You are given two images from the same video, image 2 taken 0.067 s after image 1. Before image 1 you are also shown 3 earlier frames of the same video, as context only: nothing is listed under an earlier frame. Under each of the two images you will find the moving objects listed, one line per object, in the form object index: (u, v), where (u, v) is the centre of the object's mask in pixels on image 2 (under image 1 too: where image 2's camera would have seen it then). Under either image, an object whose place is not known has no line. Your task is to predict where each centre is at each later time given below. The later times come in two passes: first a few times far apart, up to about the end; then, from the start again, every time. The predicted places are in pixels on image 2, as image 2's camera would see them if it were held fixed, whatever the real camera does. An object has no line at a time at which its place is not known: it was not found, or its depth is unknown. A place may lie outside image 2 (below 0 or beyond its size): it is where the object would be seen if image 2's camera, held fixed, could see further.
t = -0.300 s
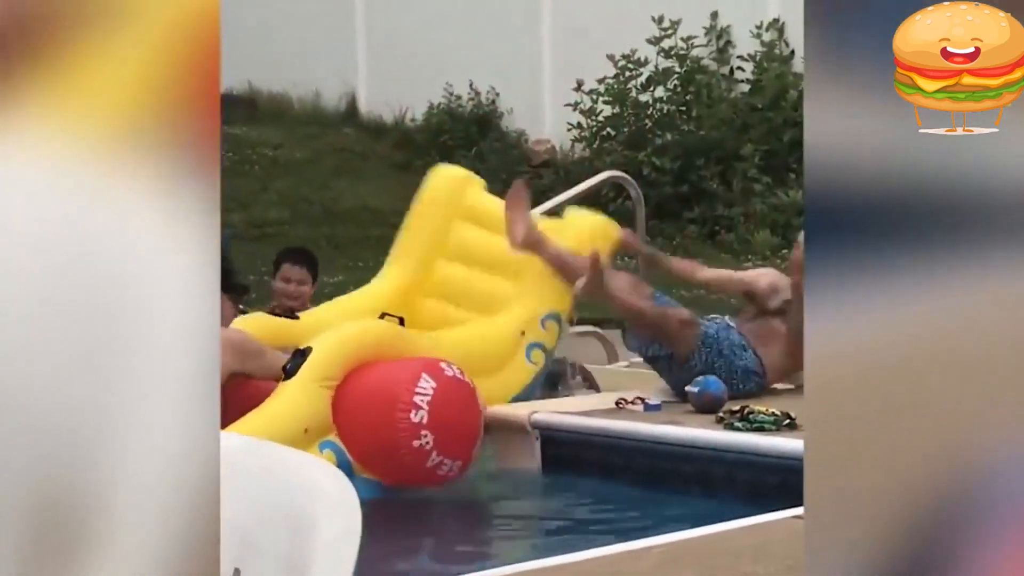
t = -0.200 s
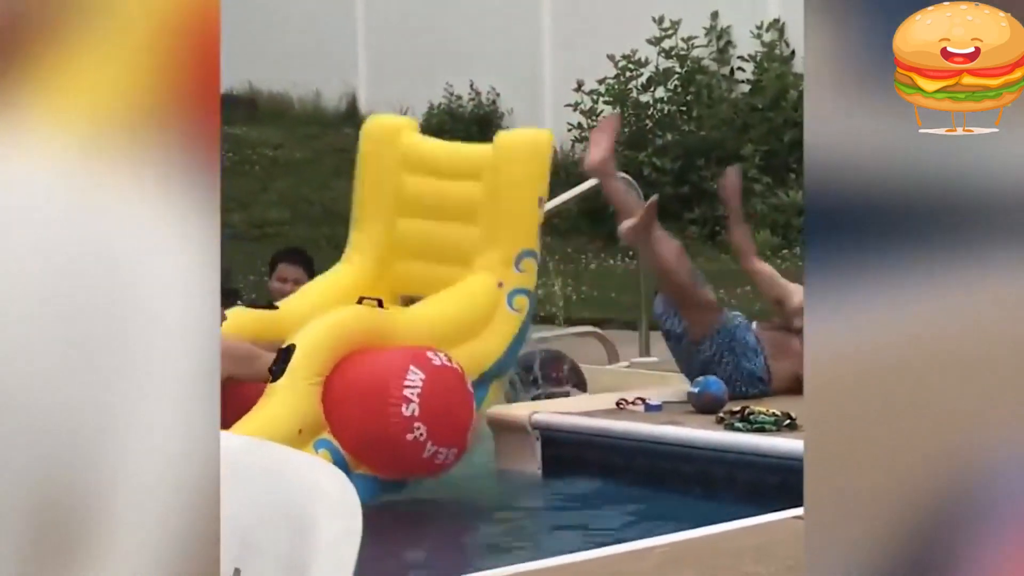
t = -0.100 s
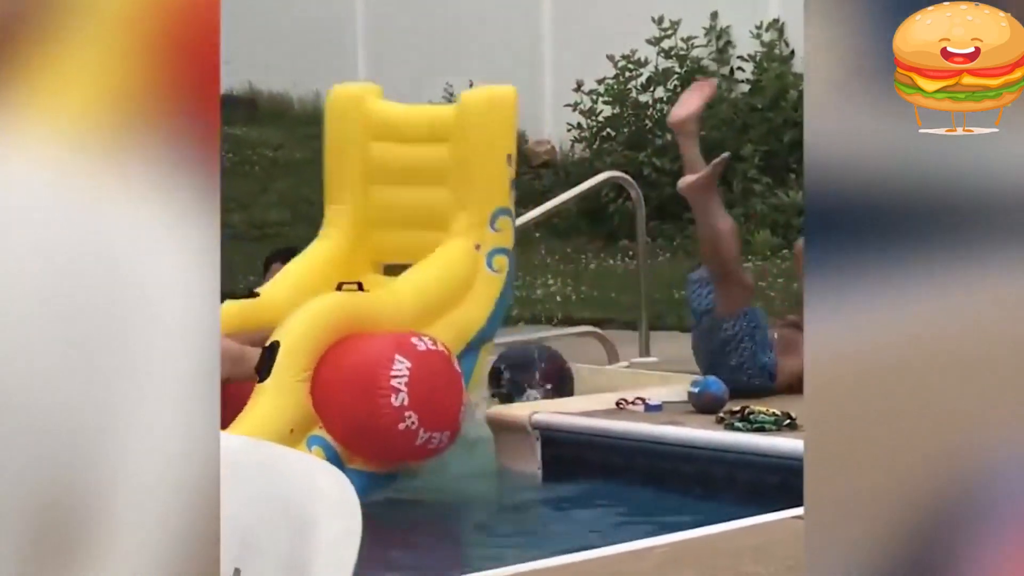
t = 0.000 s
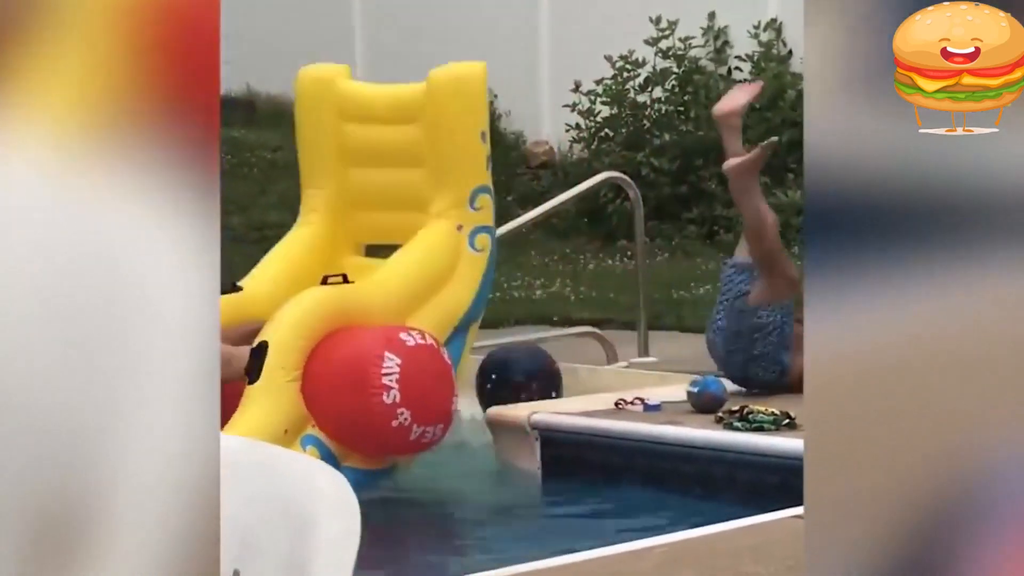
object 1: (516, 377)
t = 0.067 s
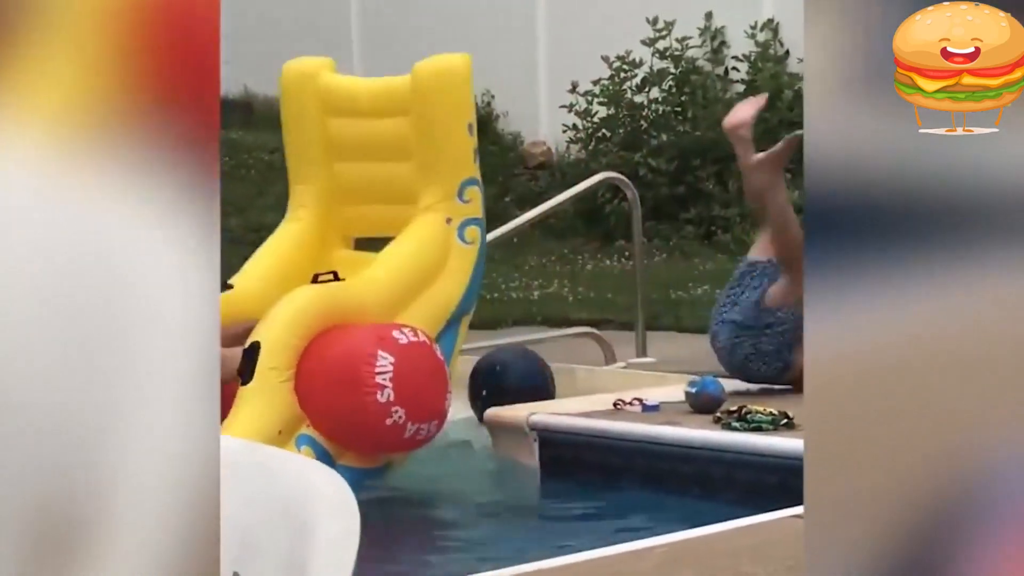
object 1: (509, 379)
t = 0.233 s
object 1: (494, 388)
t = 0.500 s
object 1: (474, 401)
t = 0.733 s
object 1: (463, 403)
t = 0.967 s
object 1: (452, 403)
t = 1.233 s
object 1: (439, 403)
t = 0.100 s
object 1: (506, 381)
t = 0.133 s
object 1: (503, 383)
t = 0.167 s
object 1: (500, 385)
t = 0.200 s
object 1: (497, 387)
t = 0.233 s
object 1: (494, 388)
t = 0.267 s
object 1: (492, 389)
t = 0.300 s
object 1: (489, 391)
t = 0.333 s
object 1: (487, 393)
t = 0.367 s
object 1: (484, 395)
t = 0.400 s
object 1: (482, 396)
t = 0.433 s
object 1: (479, 398)
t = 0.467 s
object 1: (476, 400)
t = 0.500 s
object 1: (474, 401)
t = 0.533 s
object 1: (472, 402)
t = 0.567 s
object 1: (471, 403)
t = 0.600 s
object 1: (469, 403)
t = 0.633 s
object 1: (468, 403)
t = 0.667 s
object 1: (466, 403)
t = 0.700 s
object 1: (465, 403)
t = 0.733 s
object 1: (463, 403)
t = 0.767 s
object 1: (461, 403)
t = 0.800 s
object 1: (460, 403)
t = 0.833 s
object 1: (458, 403)
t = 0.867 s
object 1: (457, 403)
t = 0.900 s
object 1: (455, 403)
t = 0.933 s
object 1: (453, 403)
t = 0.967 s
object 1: (452, 403)
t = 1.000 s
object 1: (450, 403)
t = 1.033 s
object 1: (448, 403)
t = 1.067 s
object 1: (446, 404)
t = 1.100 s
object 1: (445, 404)
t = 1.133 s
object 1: (443, 404)
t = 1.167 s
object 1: (442, 404)
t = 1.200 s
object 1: (440, 404)
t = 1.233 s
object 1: (439, 403)
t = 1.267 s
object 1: (438, 403)
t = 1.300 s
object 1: (437, 403)
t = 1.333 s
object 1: (436, 403)
